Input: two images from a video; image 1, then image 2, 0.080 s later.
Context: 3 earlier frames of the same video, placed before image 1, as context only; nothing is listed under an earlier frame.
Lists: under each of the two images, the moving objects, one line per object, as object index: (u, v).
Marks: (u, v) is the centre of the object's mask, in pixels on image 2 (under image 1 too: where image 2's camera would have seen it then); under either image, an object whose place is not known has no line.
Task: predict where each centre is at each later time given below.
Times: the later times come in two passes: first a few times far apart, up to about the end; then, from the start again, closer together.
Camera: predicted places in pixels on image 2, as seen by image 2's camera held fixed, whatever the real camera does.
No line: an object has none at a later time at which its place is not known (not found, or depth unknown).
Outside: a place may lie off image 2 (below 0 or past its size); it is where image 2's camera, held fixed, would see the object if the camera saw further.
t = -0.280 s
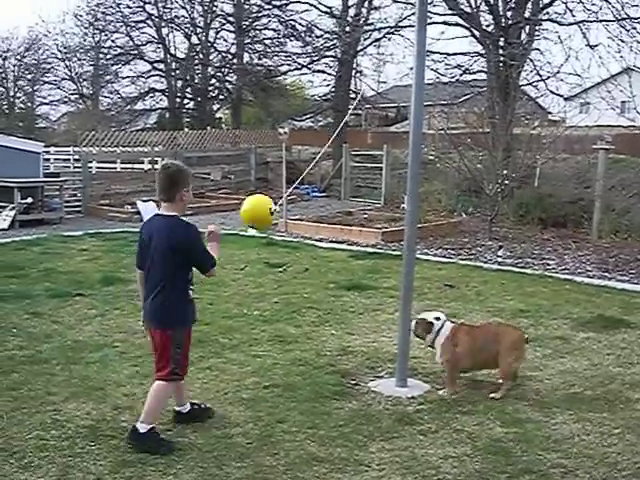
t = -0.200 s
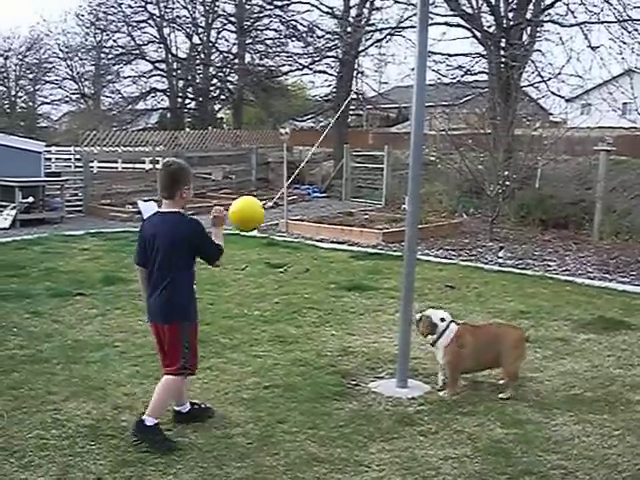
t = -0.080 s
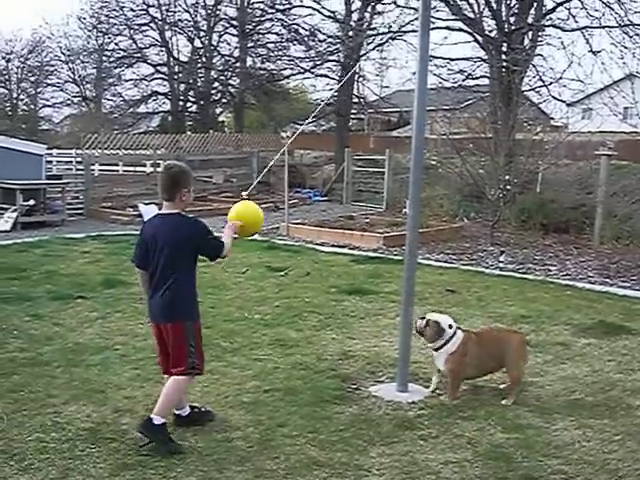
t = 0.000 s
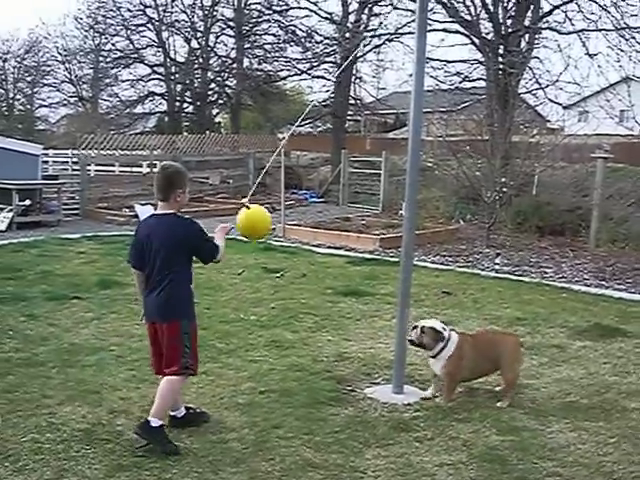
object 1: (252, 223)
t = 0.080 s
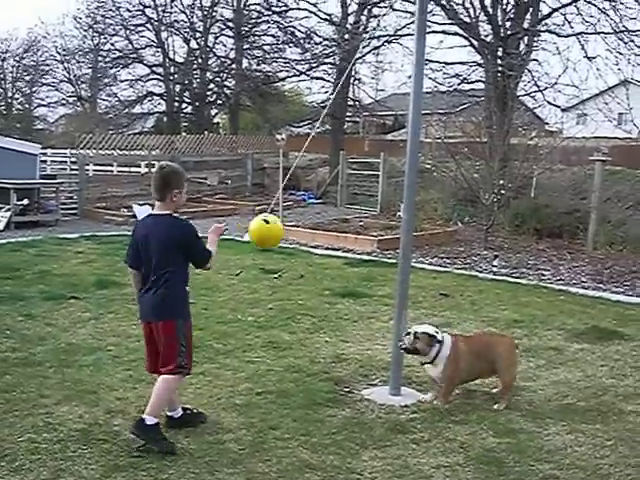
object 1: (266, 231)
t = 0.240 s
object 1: (301, 255)
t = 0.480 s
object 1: (382, 266)
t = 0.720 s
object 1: (467, 264)
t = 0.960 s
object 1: (530, 240)
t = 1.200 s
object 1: (566, 244)
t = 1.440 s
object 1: (559, 259)
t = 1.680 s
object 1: (514, 281)
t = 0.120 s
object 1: (272, 238)
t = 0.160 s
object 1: (280, 244)
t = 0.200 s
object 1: (290, 250)
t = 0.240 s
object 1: (301, 255)
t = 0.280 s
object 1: (313, 258)
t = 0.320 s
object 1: (326, 261)
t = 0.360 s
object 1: (339, 262)
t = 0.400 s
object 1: (353, 264)
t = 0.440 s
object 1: (368, 265)
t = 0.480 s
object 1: (382, 266)
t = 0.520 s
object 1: (390, 267)
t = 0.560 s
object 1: (418, 269)
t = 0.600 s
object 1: (427, 270)
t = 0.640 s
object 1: (440, 269)
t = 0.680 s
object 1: (454, 267)
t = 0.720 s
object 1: (467, 264)
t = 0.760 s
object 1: (480, 259)
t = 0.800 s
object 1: (492, 254)
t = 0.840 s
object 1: (502, 251)
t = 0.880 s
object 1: (512, 247)
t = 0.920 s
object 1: (522, 242)
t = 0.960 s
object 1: (530, 240)
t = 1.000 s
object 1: (538, 238)
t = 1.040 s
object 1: (545, 237)
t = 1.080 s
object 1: (552, 240)
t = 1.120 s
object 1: (557, 241)
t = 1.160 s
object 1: (562, 242)
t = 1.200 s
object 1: (566, 244)
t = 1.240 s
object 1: (567, 246)
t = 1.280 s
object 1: (568, 248)
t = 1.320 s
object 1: (568, 251)
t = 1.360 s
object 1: (567, 254)
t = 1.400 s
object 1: (564, 256)
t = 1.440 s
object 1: (559, 259)
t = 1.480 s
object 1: (554, 260)
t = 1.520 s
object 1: (549, 265)
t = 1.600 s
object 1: (533, 272)
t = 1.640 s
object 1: (523, 275)
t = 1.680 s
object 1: (514, 281)
